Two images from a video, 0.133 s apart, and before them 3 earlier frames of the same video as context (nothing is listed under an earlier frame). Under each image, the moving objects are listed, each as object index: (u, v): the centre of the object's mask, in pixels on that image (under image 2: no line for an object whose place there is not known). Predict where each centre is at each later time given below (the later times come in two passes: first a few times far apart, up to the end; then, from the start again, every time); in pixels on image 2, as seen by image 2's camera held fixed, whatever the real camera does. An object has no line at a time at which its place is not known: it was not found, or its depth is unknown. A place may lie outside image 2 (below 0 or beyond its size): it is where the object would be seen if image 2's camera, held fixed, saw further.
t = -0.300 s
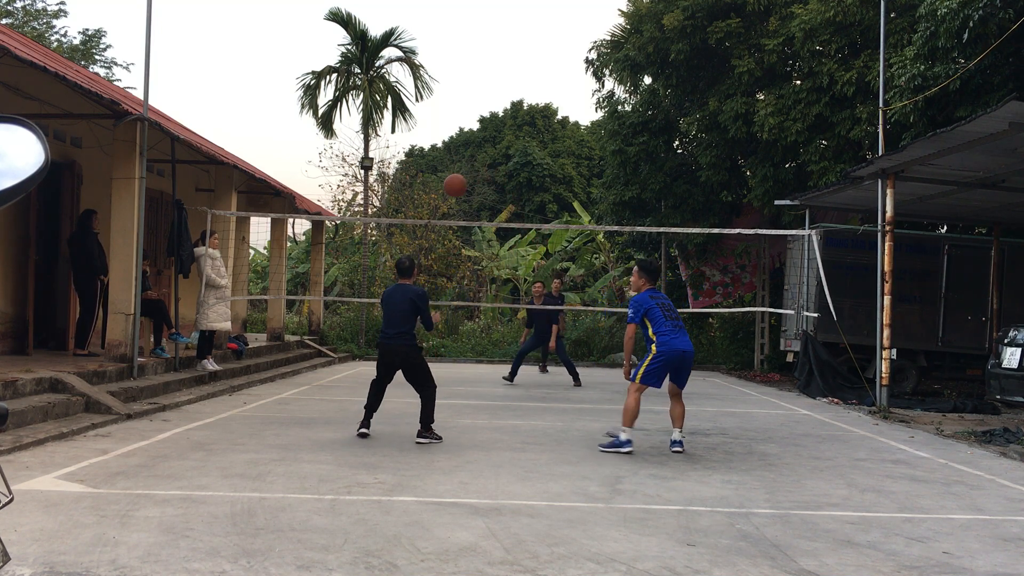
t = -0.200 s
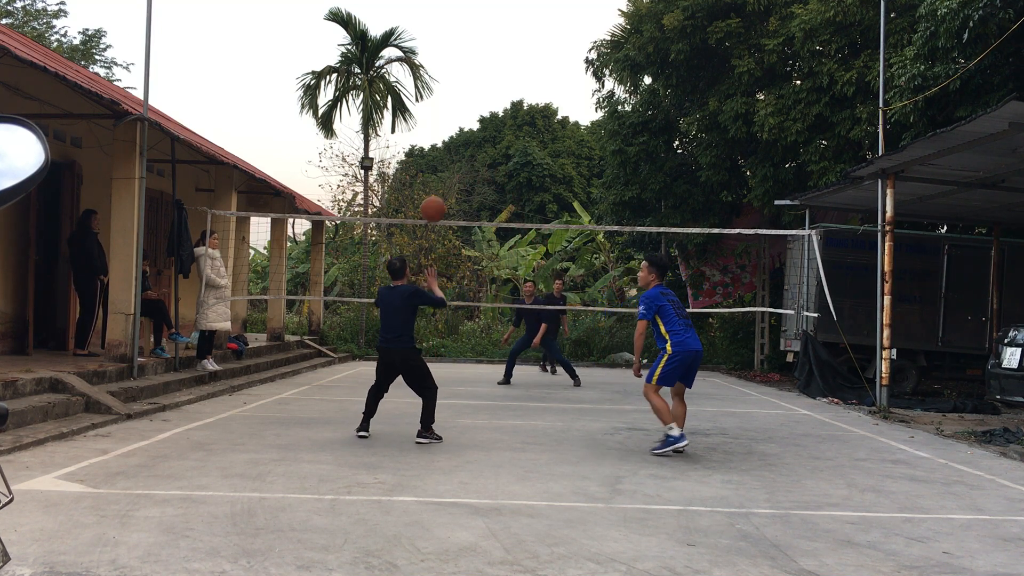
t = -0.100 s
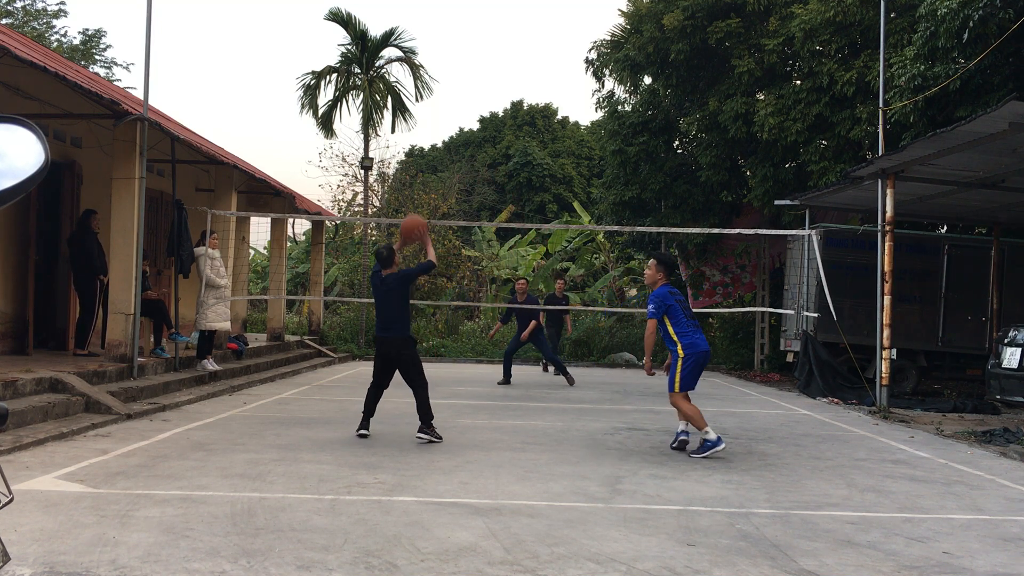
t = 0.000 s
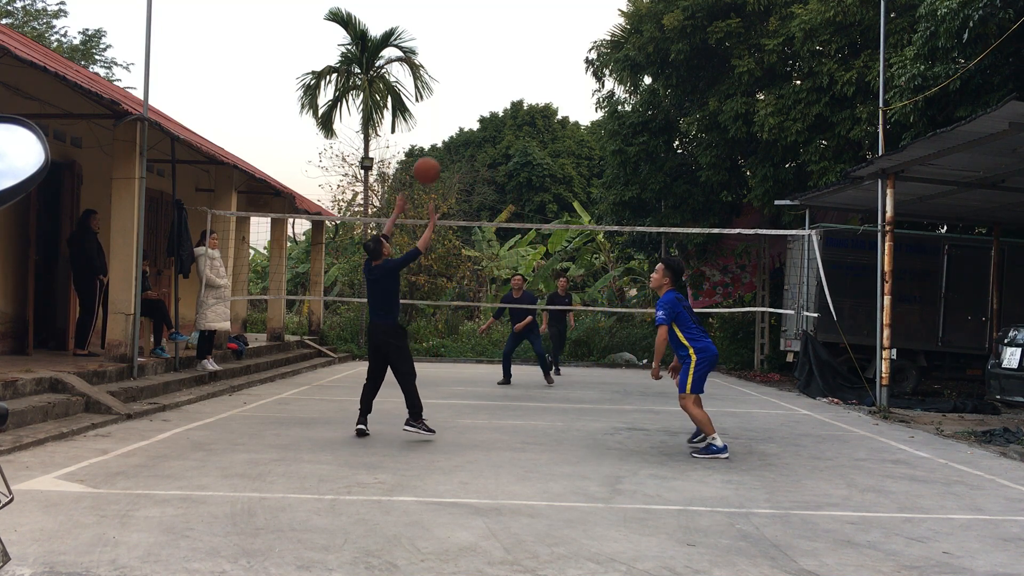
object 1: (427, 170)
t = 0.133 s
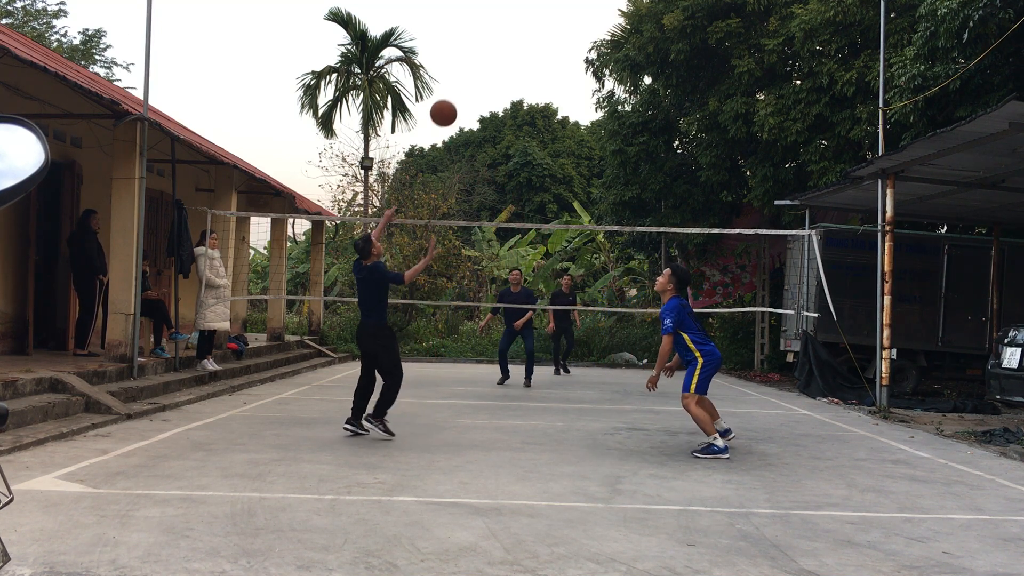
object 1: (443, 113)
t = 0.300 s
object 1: (462, 71)
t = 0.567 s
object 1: (488, 72)
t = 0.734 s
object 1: (502, 111)
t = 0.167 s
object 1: (447, 102)
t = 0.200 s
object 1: (451, 92)
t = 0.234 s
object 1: (455, 84)
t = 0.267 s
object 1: (459, 77)
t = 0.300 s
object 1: (462, 71)
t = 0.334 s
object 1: (466, 67)
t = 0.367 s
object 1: (469, 64)
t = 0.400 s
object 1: (473, 62)
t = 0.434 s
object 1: (476, 62)
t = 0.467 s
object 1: (479, 62)
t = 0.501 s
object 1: (482, 64)
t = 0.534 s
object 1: (485, 67)
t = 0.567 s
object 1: (488, 72)
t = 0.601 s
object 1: (491, 77)
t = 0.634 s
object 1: (494, 84)
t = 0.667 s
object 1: (497, 92)
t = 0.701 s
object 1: (499, 101)
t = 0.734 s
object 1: (502, 111)
